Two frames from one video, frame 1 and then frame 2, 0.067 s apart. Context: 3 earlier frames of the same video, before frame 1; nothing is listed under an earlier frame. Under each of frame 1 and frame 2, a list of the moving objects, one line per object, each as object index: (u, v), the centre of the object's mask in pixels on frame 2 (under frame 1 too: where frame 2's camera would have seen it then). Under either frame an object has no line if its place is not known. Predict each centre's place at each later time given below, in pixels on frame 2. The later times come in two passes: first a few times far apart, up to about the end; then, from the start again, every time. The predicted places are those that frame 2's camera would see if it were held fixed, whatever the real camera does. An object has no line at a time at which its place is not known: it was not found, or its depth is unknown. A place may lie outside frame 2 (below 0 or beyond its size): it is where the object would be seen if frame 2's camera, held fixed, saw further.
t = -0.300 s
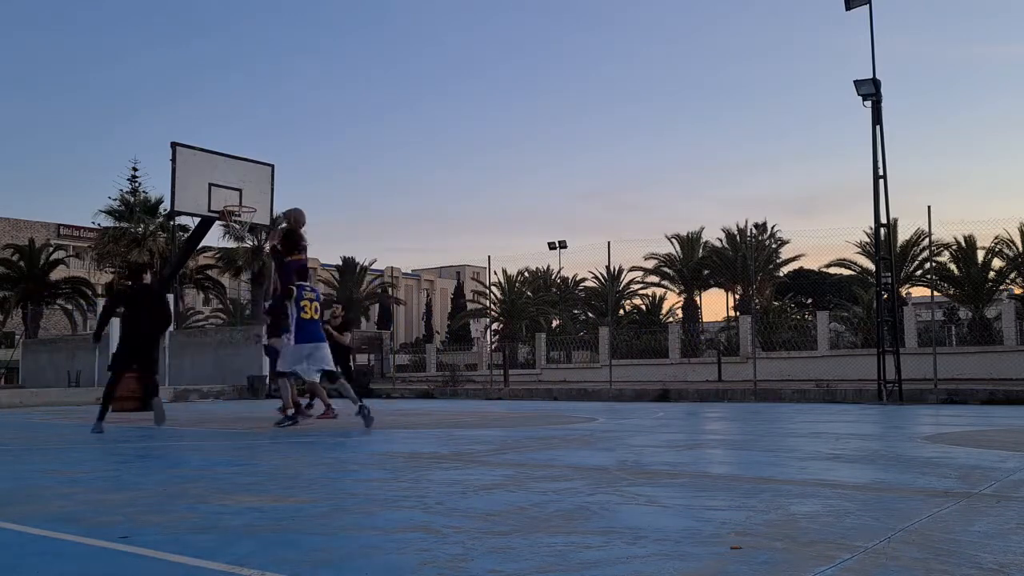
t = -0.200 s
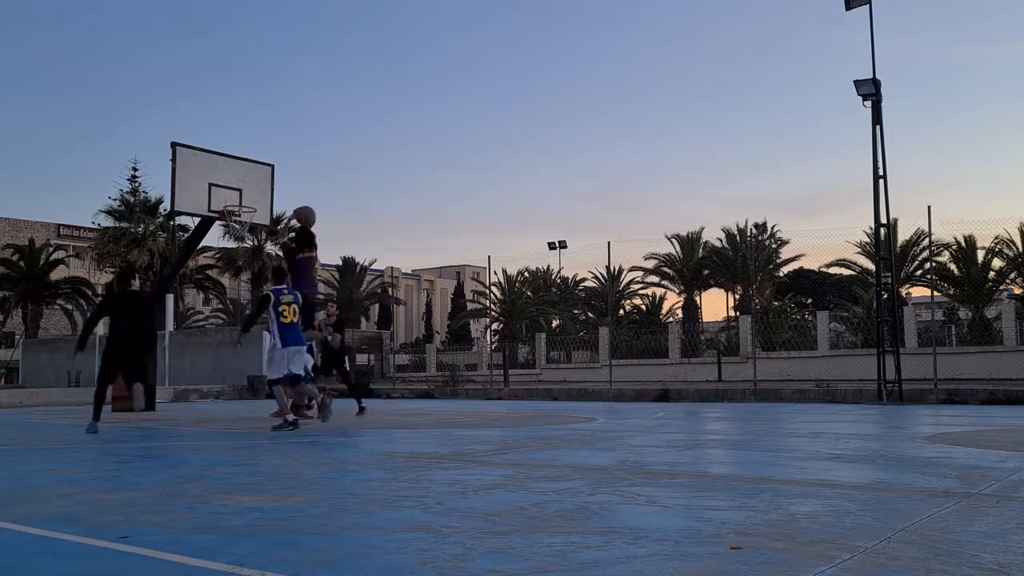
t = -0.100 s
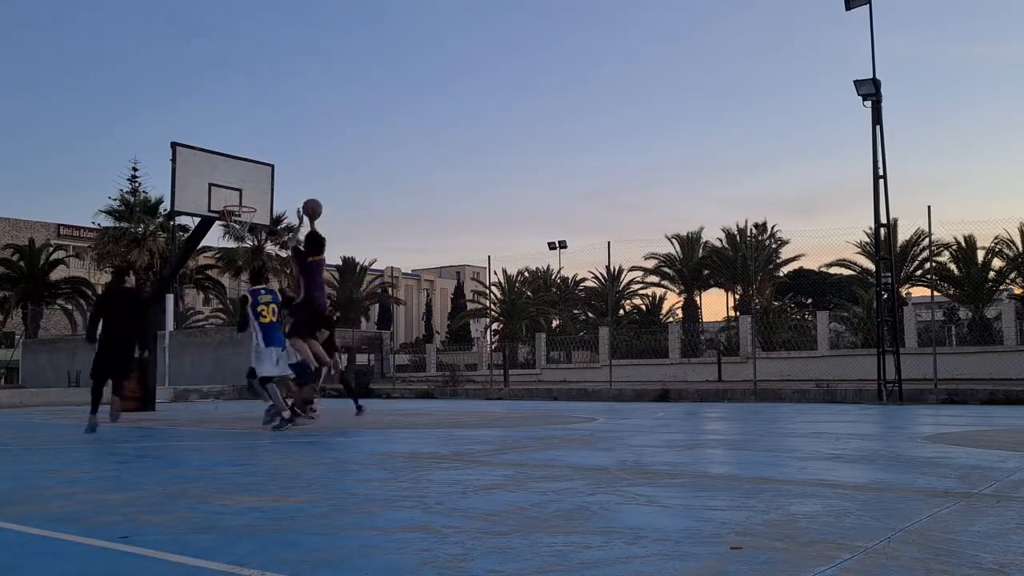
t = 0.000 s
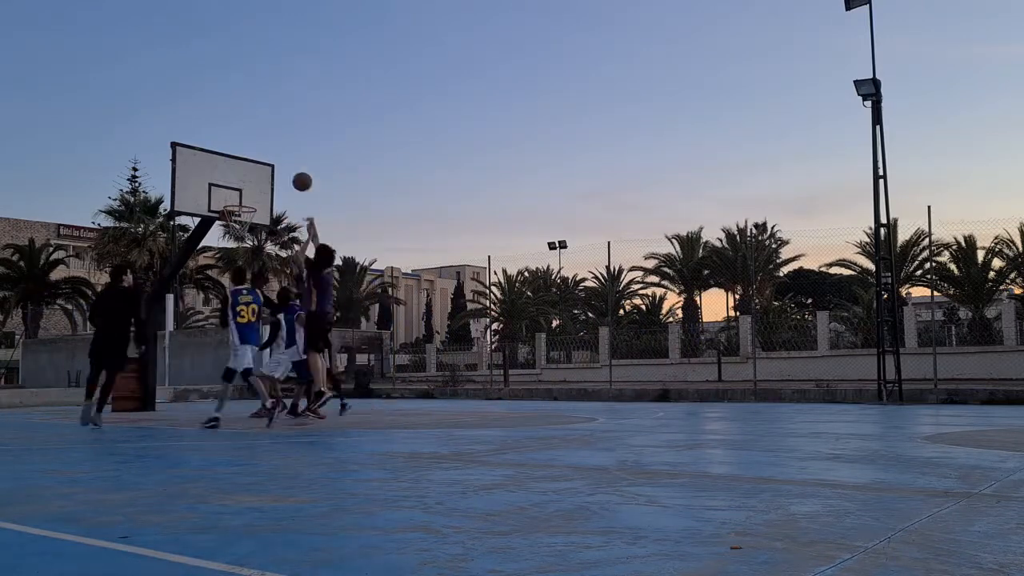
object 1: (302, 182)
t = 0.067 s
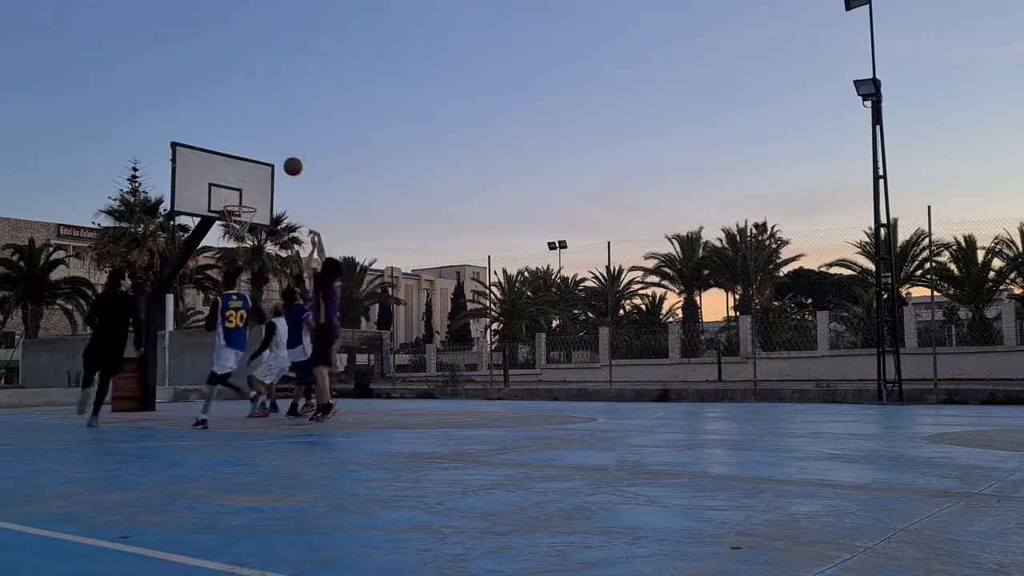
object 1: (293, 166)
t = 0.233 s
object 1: (272, 145)
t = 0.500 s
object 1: (242, 152)
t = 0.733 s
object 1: (220, 194)
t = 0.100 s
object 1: (288, 160)
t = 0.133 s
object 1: (284, 155)
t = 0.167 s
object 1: (280, 151)
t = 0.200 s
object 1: (276, 148)
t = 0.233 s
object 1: (272, 145)
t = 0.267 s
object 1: (268, 143)
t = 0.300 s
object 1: (264, 142)
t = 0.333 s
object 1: (260, 142)
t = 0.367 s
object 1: (256, 143)
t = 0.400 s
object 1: (252, 144)
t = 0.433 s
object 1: (249, 146)
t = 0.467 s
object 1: (245, 149)
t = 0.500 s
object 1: (242, 152)
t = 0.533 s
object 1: (238, 156)
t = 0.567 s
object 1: (235, 162)
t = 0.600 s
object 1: (231, 167)
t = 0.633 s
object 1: (228, 173)
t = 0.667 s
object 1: (225, 180)
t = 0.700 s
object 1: (222, 187)
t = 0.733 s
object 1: (220, 194)
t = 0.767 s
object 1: (226, 199)
